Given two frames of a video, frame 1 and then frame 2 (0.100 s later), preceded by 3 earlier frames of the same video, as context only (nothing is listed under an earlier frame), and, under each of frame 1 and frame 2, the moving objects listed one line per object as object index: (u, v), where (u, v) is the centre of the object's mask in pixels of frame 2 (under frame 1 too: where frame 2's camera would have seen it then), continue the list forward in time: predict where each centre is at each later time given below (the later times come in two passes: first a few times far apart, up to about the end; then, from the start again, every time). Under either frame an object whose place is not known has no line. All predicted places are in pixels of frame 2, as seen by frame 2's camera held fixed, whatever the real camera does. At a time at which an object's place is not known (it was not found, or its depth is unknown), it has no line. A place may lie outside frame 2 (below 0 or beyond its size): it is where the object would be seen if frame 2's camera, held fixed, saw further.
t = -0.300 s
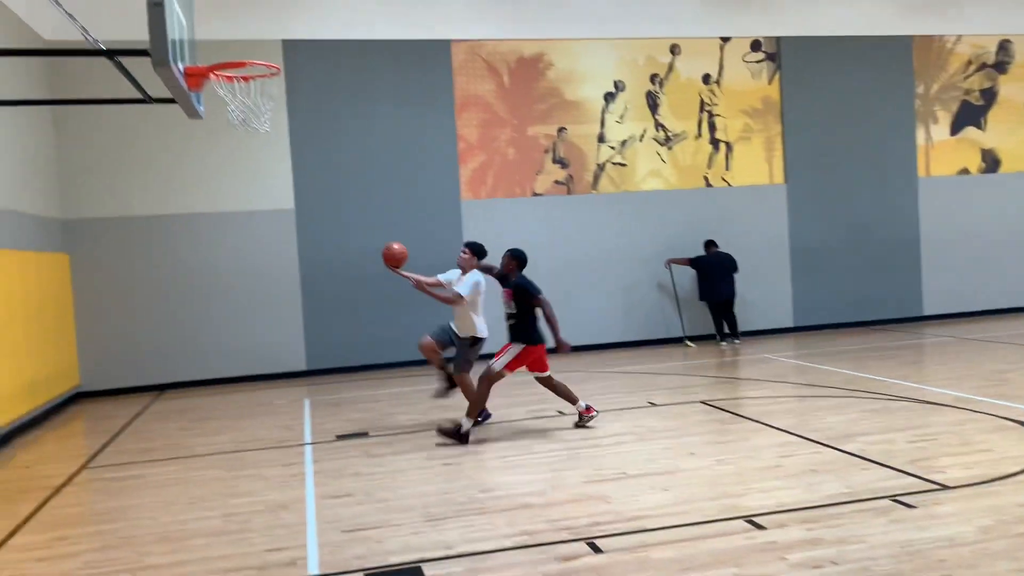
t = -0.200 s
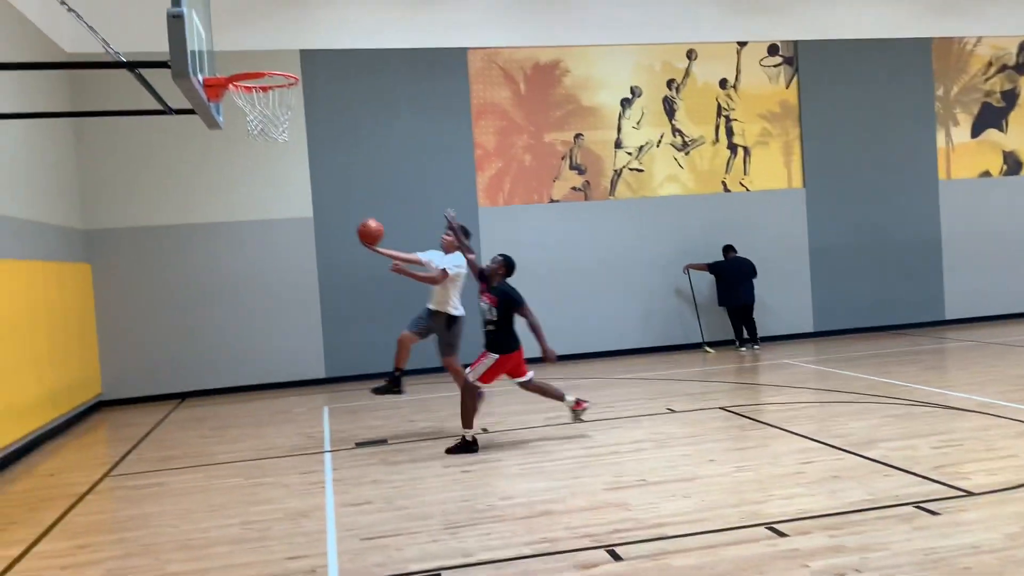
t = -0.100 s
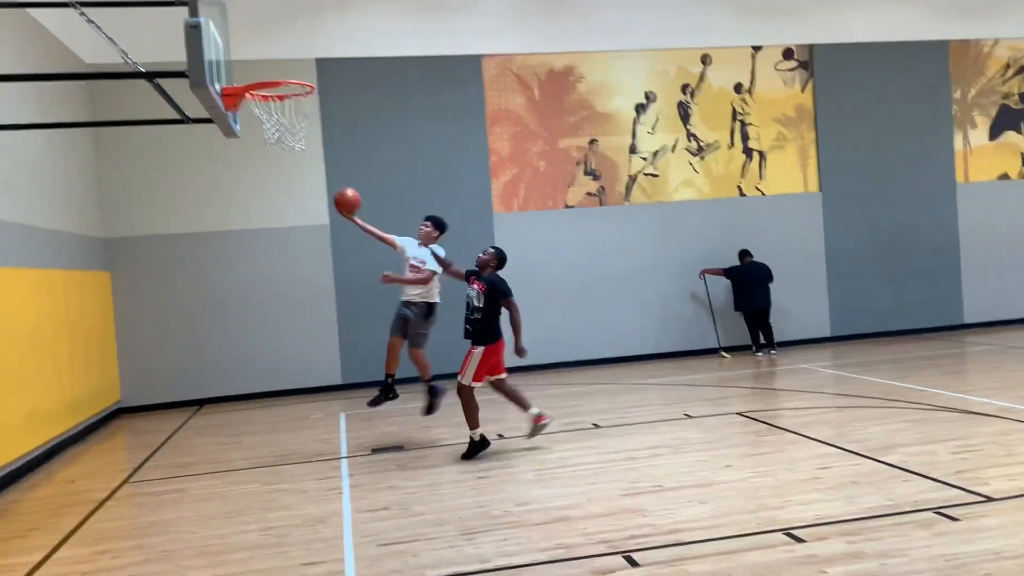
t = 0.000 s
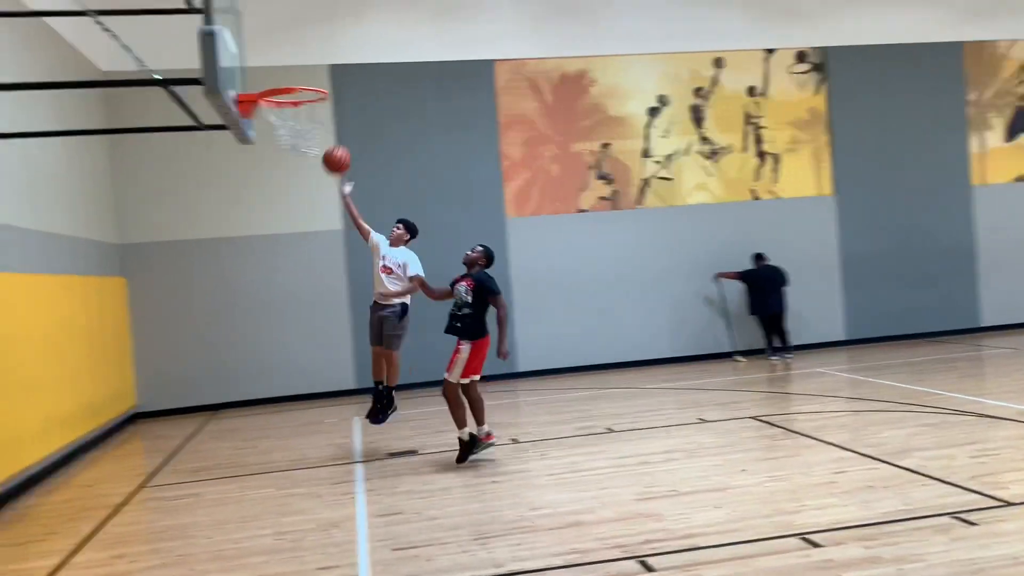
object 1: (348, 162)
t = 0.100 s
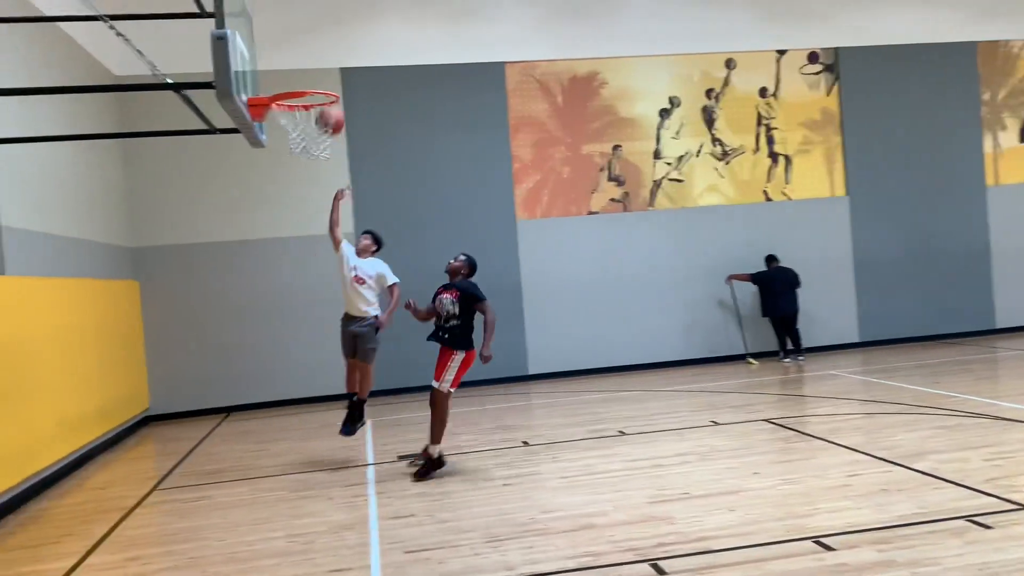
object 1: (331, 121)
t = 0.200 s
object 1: (313, 82)
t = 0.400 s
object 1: (277, 53)
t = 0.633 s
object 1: (281, 58)
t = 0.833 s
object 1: (311, 113)
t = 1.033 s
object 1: (332, 167)
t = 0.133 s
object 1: (324, 110)
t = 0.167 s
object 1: (318, 96)
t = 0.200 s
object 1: (313, 82)
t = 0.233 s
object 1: (306, 77)
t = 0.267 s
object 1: (301, 71)
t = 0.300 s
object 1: (295, 64)
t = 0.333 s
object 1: (289, 59)
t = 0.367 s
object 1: (283, 55)
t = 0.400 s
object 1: (277, 53)
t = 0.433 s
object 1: (272, 51)
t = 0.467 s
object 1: (267, 51)
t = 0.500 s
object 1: (265, 51)
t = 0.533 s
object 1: (269, 51)
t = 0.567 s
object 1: (273, 52)
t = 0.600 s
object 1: (277, 54)
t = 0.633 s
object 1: (281, 58)
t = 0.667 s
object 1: (284, 63)
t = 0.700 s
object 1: (289, 70)
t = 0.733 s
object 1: (295, 77)
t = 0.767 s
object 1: (300, 86)
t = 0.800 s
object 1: (307, 100)
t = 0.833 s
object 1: (311, 113)
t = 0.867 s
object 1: (317, 127)
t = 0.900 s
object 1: (320, 137)
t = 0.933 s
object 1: (322, 142)
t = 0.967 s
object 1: (326, 149)
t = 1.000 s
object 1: (328, 157)
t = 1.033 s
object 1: (332, 167)
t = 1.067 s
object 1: (335, 178)
